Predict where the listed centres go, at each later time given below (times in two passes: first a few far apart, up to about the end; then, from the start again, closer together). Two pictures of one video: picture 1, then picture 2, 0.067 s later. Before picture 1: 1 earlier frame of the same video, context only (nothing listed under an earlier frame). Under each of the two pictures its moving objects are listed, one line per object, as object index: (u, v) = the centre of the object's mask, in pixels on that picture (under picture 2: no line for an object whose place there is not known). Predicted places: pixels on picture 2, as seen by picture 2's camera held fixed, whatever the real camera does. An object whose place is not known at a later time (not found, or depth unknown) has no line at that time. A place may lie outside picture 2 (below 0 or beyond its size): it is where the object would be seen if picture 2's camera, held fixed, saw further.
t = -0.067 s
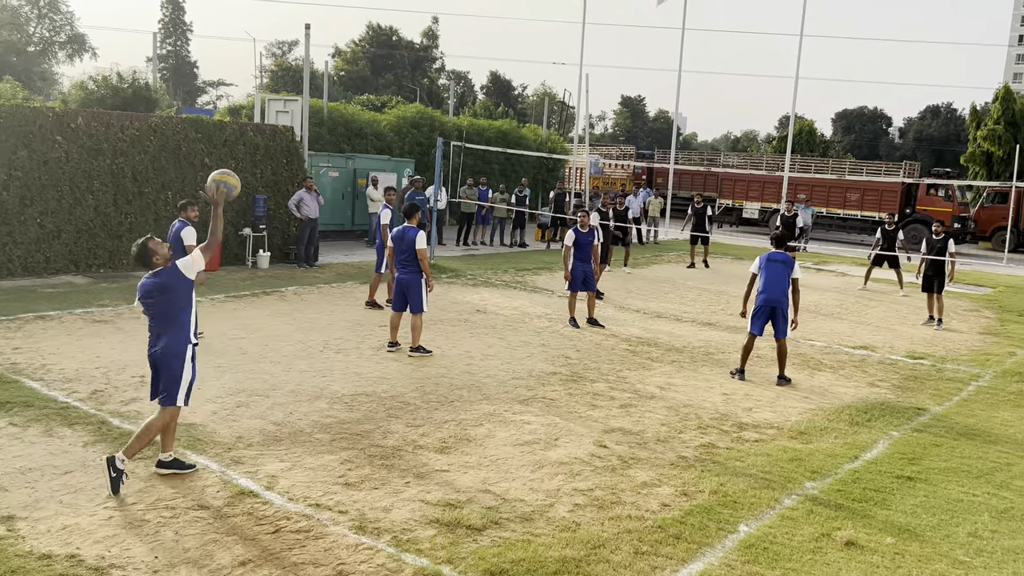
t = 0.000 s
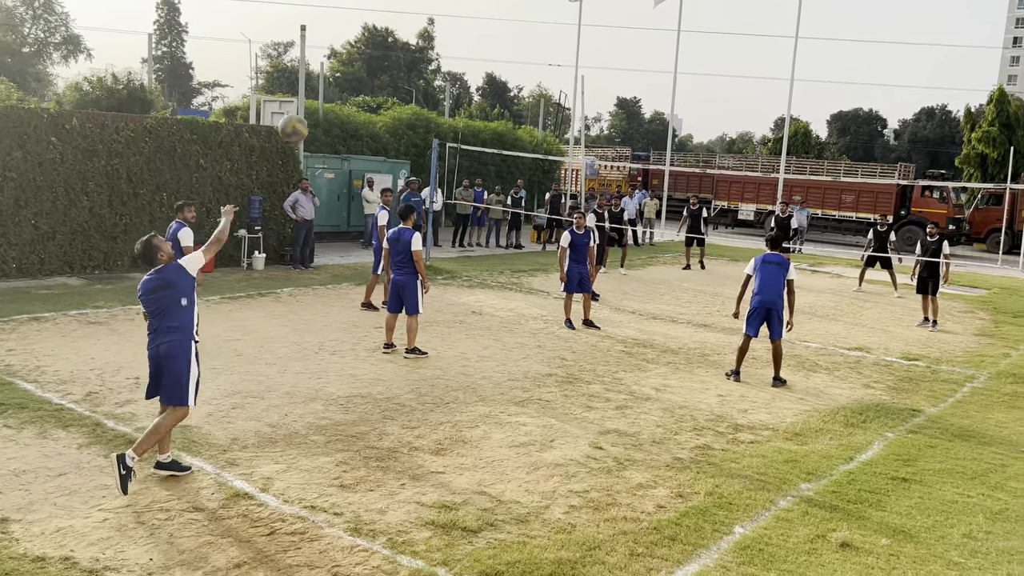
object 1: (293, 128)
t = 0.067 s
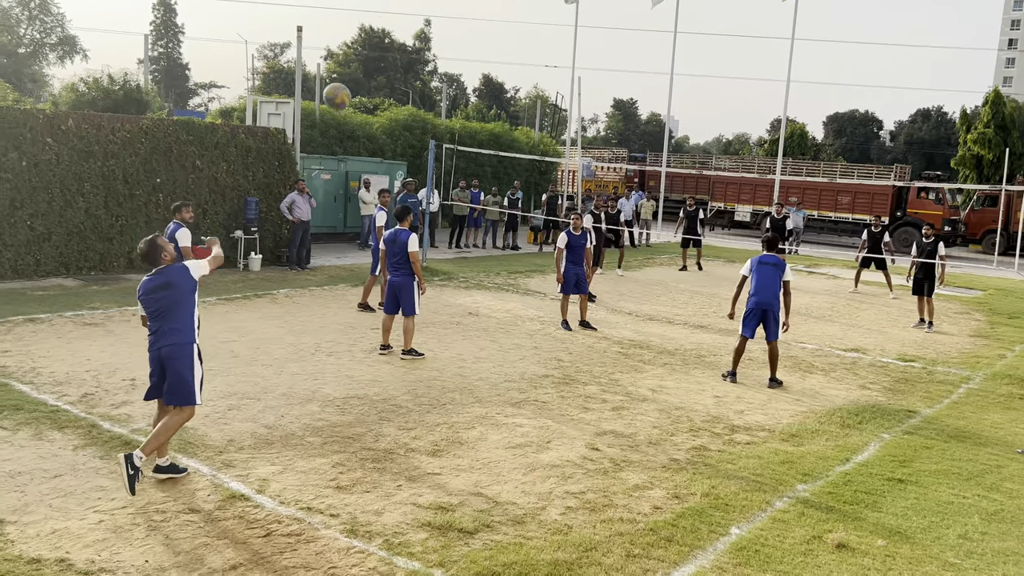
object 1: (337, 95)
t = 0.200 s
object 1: (435, 43)
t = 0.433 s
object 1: (544, 23)
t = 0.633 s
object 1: (599, 43)
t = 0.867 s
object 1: (637, 93)
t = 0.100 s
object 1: (365, 78)
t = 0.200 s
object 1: (435, 43)
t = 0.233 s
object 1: (455, 35)
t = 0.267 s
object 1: (474, 30)
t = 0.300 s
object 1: (490, 26)
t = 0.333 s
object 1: (505, 23)
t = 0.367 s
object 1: (519, 22)
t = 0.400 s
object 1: (532, 22)
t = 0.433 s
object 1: (544, 23)
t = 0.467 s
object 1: (555, 25)
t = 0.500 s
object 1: (565, 27)
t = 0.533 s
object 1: (575, 30)
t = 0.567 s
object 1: (583, 34)
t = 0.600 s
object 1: (592, 38)
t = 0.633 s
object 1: (599, 43)
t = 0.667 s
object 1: (606, 49)
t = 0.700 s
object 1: (613, 55)
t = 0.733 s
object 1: (618, 62)
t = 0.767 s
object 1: (624, 69)
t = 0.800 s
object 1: (628, 77)
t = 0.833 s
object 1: (633, 85)
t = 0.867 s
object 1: (637, 93)
